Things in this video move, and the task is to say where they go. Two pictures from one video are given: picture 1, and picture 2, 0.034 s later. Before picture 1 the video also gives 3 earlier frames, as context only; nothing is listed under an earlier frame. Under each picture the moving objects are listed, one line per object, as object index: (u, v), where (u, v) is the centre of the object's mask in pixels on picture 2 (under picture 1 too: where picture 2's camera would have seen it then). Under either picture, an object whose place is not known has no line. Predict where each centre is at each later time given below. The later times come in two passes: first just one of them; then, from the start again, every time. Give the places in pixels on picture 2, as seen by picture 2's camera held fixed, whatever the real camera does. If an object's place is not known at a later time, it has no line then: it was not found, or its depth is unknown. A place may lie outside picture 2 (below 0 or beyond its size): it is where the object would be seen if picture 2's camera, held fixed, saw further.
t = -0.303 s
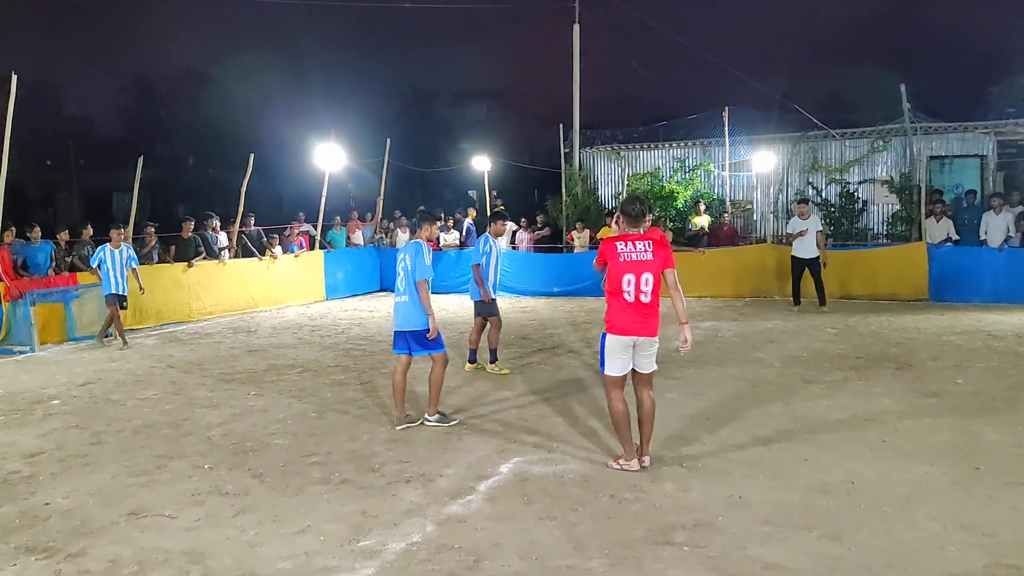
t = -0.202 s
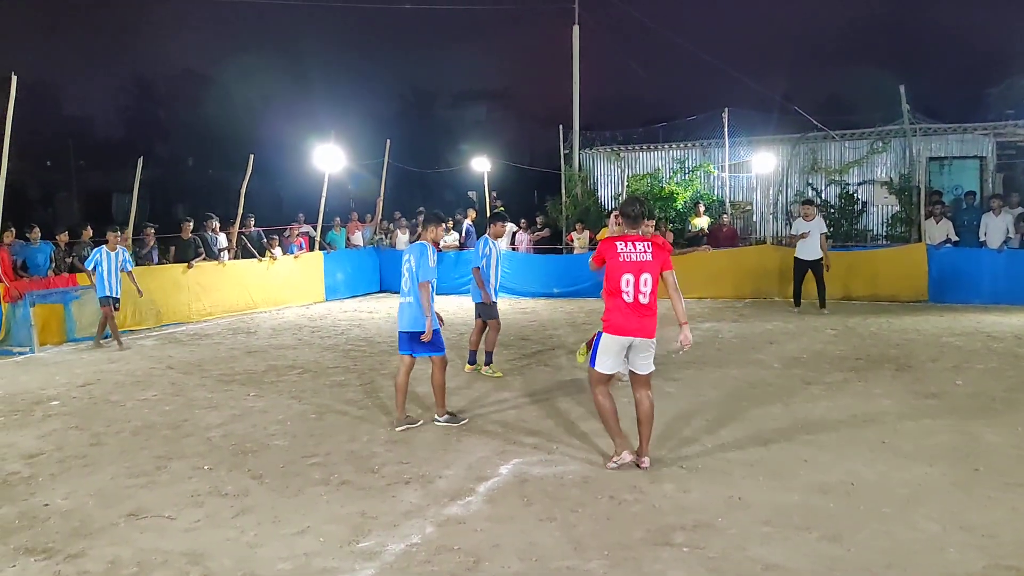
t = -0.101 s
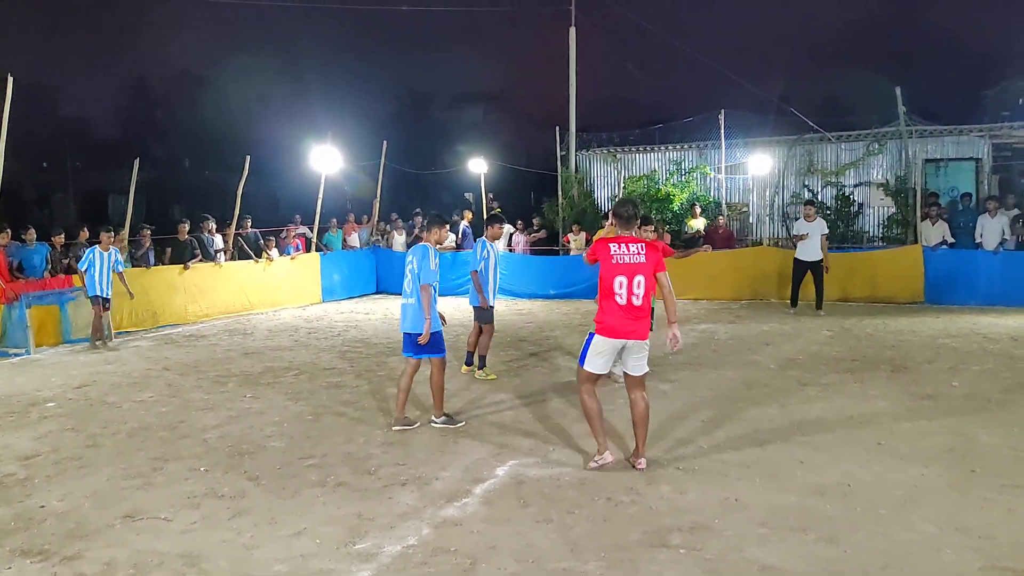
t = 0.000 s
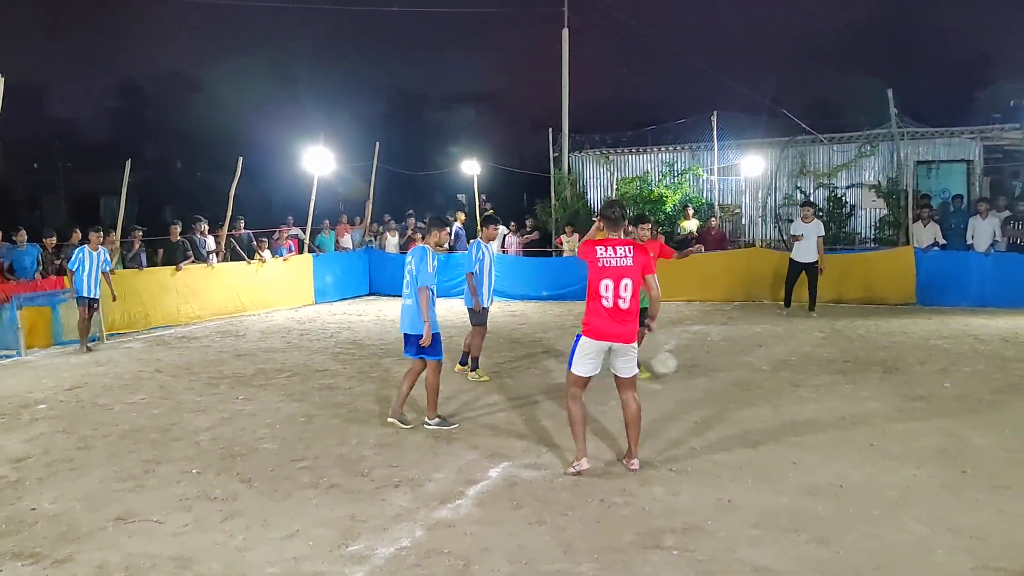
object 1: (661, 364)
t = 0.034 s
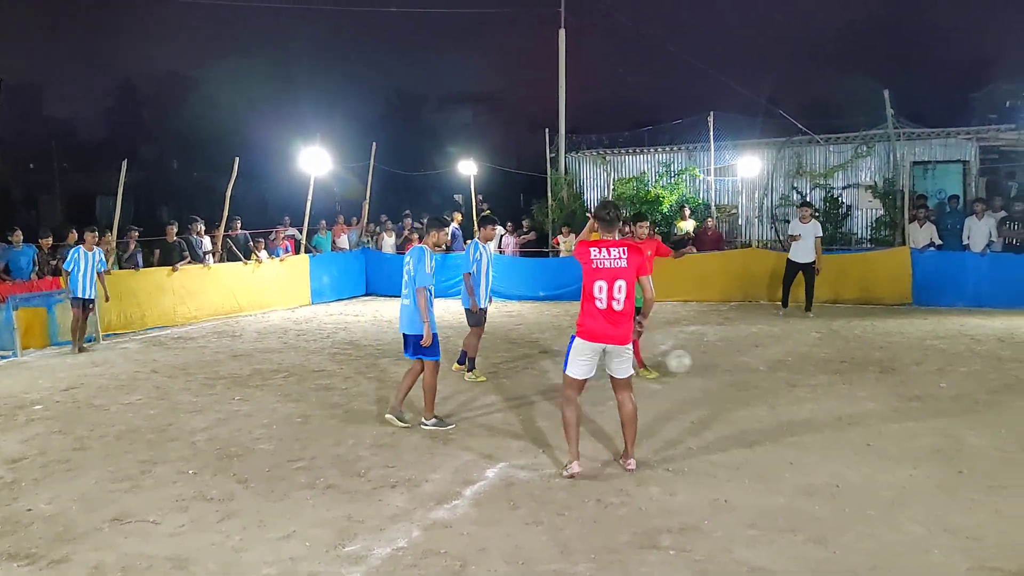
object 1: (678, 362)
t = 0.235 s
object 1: (788, 374)
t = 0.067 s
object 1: (696, 361)
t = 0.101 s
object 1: (715, 361)
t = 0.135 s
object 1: (733, 362)
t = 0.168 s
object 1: (750, 366)
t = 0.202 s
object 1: (769, 369)
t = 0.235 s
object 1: (788, 374)
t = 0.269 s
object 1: (806, 376)
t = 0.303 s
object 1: (823, 371)
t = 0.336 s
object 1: (840, 367)
